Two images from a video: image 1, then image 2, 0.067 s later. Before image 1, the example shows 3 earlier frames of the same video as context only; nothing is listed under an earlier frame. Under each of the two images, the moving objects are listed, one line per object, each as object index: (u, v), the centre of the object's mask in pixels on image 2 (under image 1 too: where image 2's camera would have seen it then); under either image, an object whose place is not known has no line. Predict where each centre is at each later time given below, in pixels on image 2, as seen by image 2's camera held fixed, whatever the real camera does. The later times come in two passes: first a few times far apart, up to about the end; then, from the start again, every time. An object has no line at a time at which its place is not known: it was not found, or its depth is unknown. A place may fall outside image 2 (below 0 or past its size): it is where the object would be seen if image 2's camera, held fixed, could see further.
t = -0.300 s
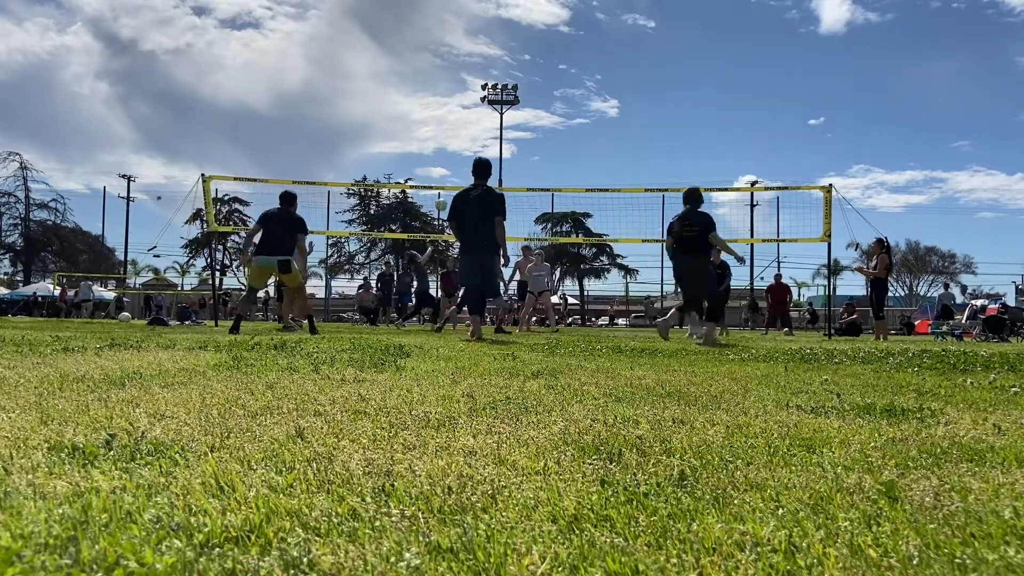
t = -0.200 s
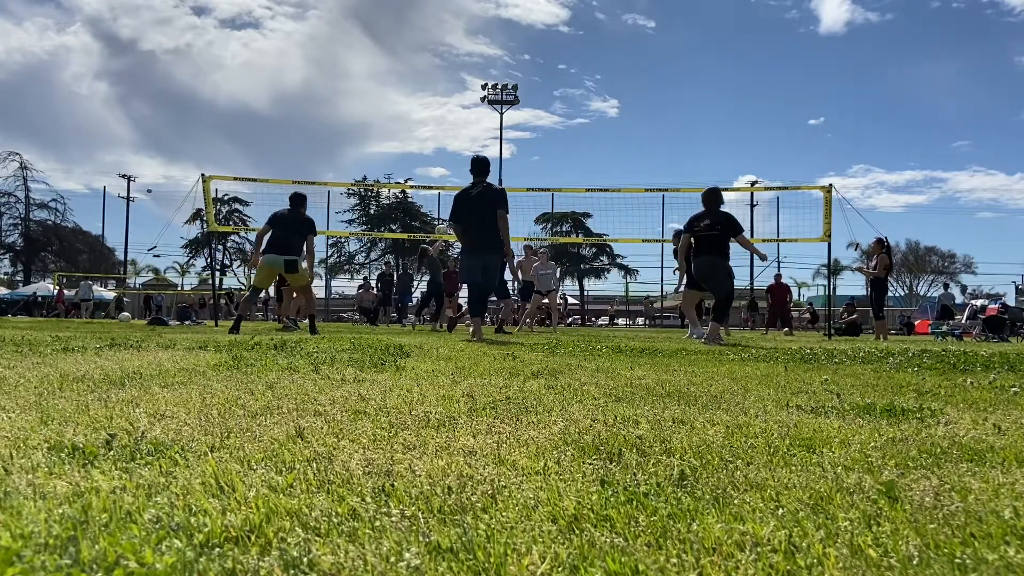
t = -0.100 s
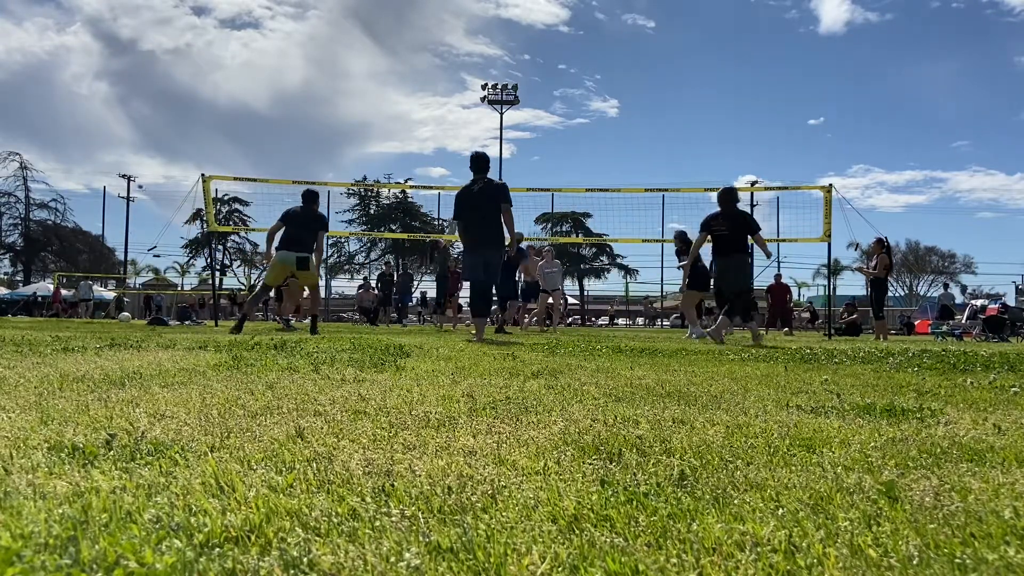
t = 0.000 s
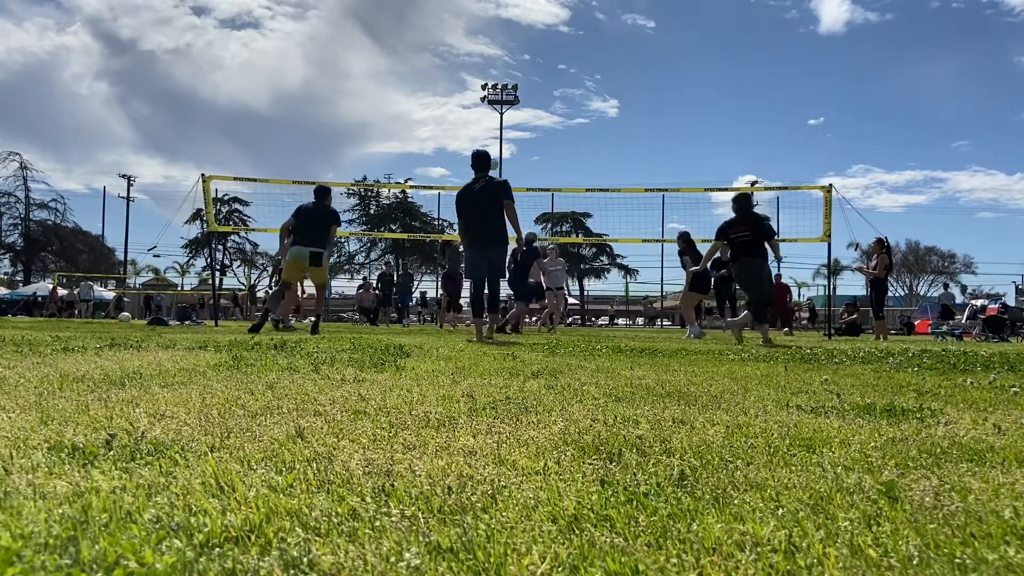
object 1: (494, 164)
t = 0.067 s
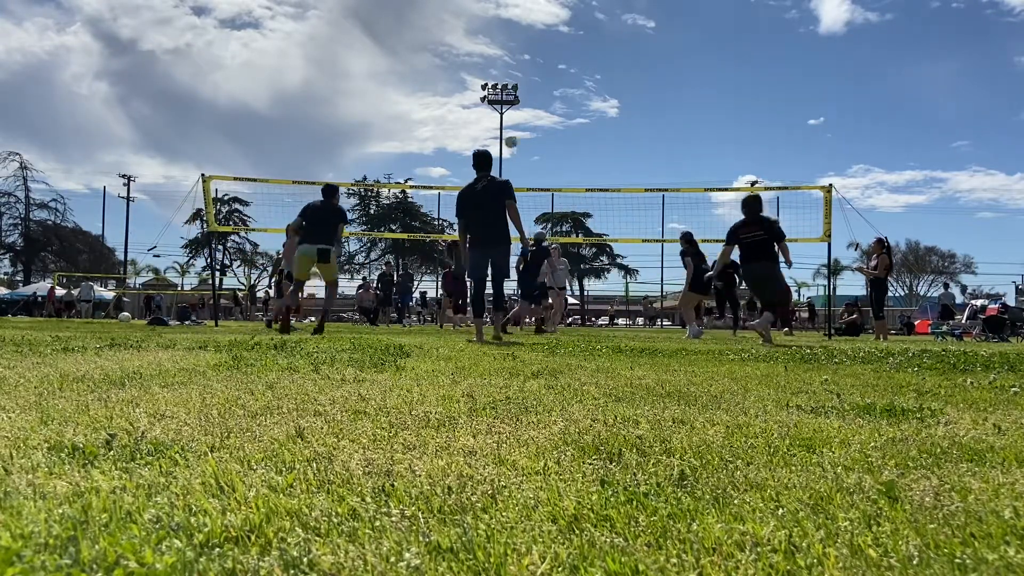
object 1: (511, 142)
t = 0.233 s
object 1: (557, 98)
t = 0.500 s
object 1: (628, 60)
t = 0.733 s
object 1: (688, 61)
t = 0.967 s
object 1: (747, 92)
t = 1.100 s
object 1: (779, 123)
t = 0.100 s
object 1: (520, 132)
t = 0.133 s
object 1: (530, 122)
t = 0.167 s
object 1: (539, 114)
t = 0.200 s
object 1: (548, 105)
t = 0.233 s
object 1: (557, 98)
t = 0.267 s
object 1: (565, 91)
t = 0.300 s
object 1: (574, 85)
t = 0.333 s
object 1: (584, 79)
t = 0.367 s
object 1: (592, 74)
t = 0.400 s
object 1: (601, 69)
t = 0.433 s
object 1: (610, 66)
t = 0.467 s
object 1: (619, 63)
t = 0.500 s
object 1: (628, 60)
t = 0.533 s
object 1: (636, 58)
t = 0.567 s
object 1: (645, 57)
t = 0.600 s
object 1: (654, 56)
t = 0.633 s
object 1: (662, 57)
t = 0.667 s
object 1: (671, 57)
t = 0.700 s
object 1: (679, 59)
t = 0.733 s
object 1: (688, 61)
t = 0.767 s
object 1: (697, 63)
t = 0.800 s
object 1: (705, 66)
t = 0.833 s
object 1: (714, 70)
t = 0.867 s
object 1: (722, 75)
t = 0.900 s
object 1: (730, 80)
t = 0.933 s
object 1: (739, 86)
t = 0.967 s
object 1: (747, 92)
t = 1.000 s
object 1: (755, 99)
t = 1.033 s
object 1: (763, 107)
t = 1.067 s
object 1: (771, 115)
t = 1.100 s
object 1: (779, 123)
